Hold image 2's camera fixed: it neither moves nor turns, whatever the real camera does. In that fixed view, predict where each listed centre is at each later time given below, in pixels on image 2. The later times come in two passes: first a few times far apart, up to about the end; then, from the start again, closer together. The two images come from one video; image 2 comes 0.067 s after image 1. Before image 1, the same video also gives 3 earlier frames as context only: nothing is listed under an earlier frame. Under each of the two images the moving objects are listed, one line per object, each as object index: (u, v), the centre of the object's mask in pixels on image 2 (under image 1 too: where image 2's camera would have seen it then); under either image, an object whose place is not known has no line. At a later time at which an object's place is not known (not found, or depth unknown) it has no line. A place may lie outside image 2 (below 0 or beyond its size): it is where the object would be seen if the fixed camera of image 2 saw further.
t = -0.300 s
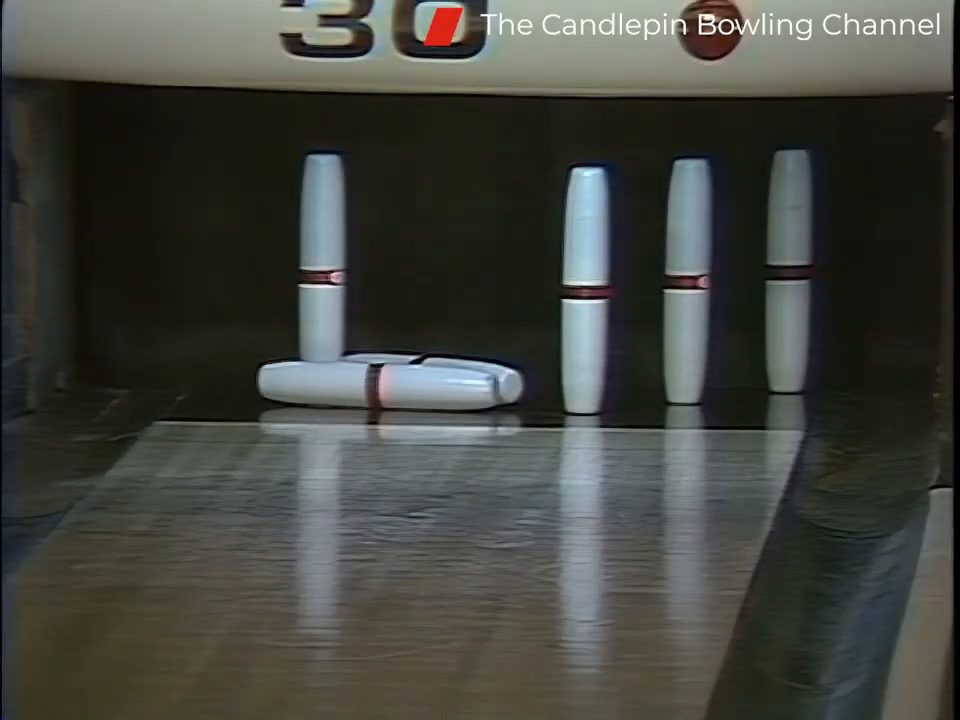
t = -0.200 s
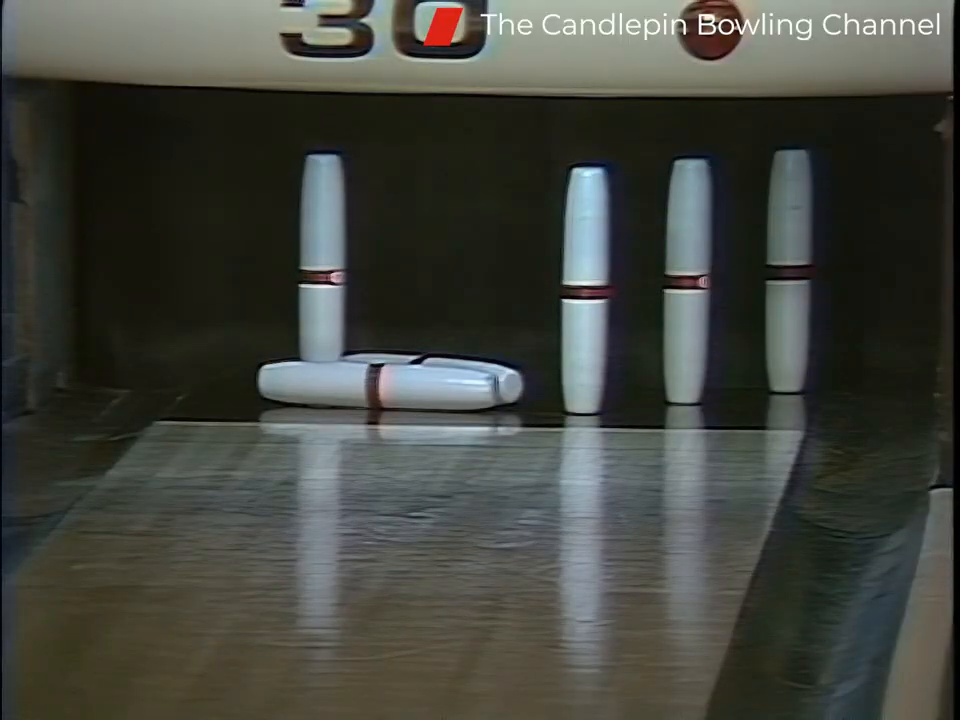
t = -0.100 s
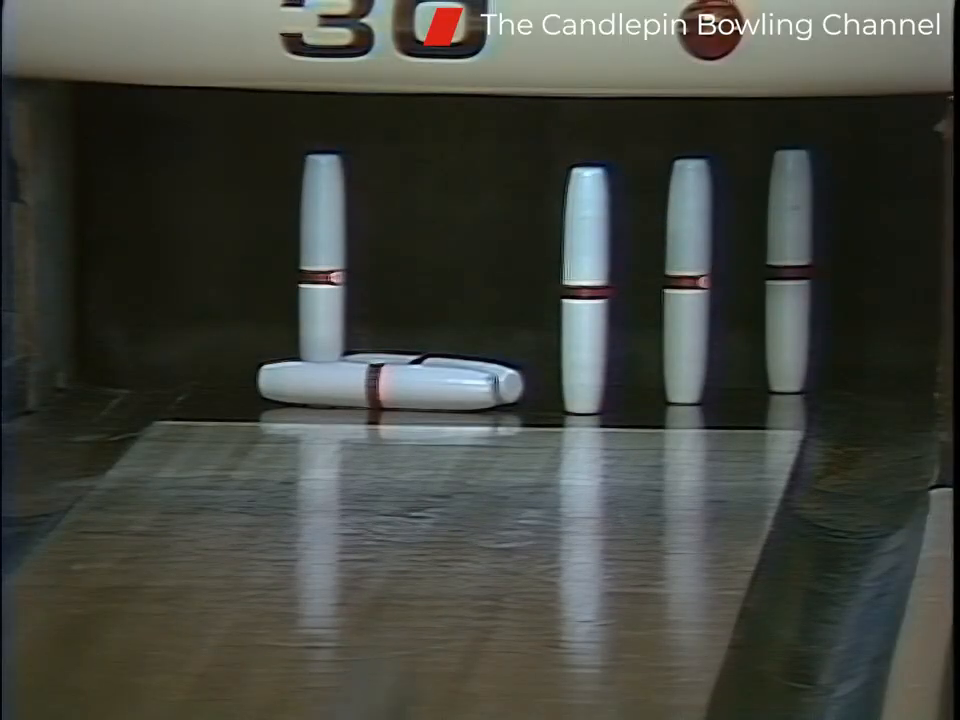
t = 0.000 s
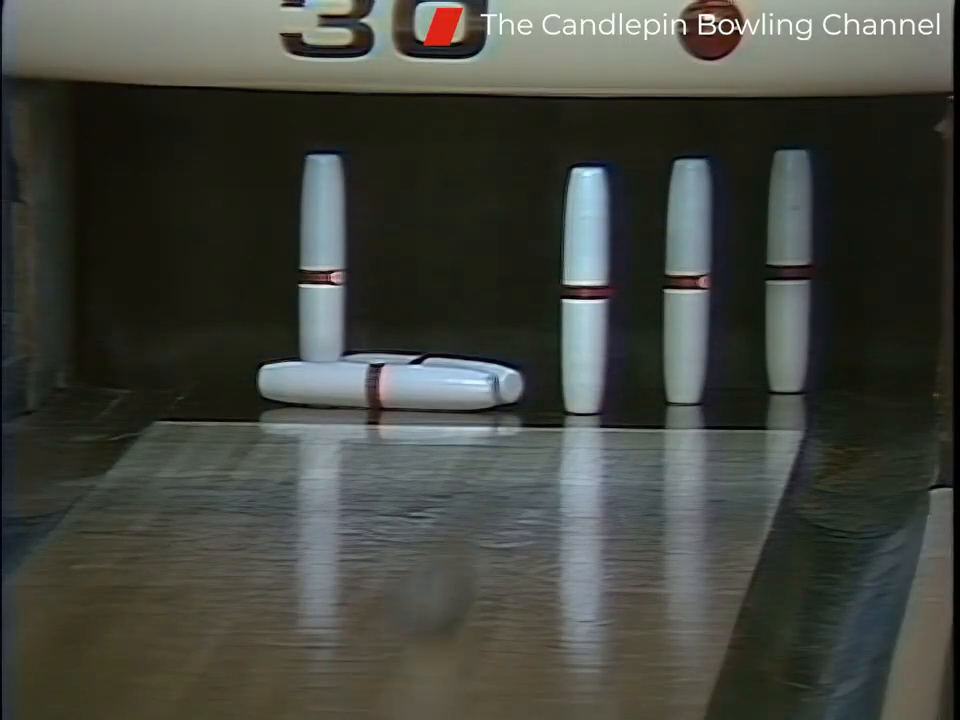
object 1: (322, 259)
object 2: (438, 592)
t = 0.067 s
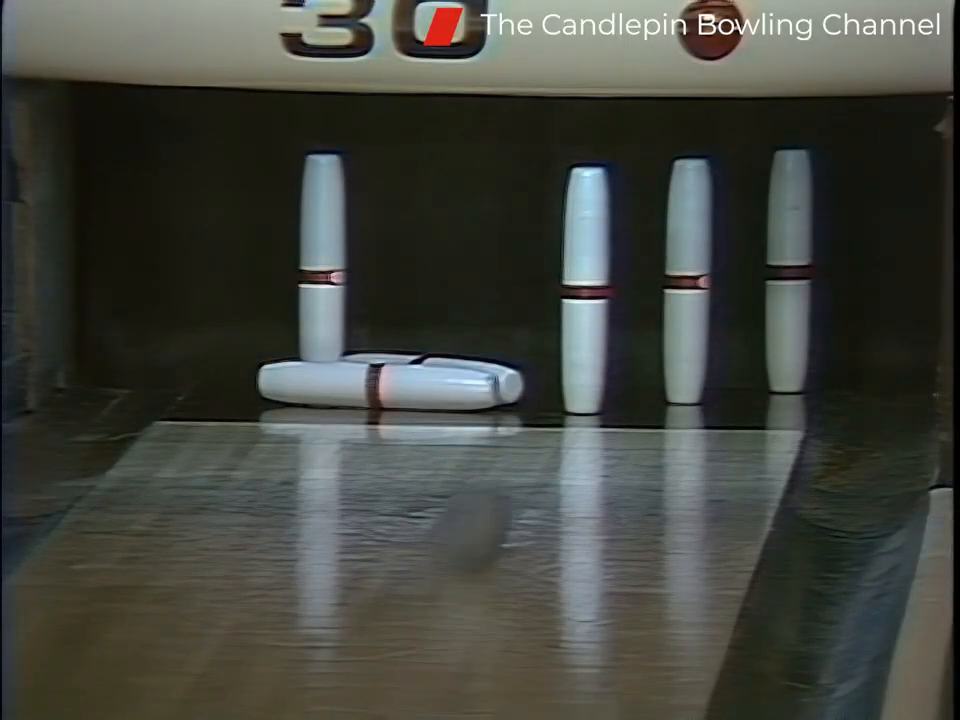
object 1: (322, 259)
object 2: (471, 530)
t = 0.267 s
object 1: (322, 259)
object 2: (557, 390)
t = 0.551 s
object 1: (287, 293)
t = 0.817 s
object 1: (260, 318)
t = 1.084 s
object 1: (278, 344)
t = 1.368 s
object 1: (199, 356)
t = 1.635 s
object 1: (188, 365)
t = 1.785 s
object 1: (187, 366)
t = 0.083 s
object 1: (322, 259)
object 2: (479, 517)
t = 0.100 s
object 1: (322, 259)
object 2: (491, 504)
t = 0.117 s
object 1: (322, 259)
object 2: (501, 490)
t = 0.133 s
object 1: (322, 259)
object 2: (507, 480)
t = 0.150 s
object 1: (322, 259)
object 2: (513, 462)
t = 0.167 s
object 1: (322, 259)
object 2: (521, 449)
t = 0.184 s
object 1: (322, 259)
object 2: (529, 435)
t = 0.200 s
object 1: (322, 259)
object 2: (536, 426)
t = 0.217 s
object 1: (322, 259)
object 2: (542, 413)
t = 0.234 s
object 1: (322, 259)
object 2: (549, 402)
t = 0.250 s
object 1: (322, 259)
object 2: (555, 392)
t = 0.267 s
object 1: (322, 259)
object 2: (557, 390)
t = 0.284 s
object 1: (322, 259)
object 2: (562, 380)
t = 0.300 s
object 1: (322, 259)
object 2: (563, 375)
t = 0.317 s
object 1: (322, 259)
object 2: (562, 357)
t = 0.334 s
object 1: (322, 259)
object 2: (568, 350)
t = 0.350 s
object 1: (321, 259)
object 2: (574, 337)
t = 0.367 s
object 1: (320, 258)
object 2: (579, 332)
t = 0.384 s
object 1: (318, 259)
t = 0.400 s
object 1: (316, 259)
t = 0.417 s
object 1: (311, 266)
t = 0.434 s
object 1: (308, 270)
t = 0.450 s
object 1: (305, 274)
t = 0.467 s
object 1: (301, 277)
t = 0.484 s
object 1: (298, 279)
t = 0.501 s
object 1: (295, 283)
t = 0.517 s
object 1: (292, 287)
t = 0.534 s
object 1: (290, 289)
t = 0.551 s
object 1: (287, 293)
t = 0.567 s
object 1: (285, 299)
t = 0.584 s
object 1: (283, 304)
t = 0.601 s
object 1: (282, 312)
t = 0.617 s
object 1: (280, 322)
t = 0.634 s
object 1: (278, 334)
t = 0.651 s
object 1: (276, 347)
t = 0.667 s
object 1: (268, 362)
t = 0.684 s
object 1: (260, 372)
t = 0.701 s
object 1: (256, 362)
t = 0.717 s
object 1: (253, 352)
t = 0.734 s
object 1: (260, 342)
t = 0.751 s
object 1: (260, 334)
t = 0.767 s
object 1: (261, 329)
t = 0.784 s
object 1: (261, 324)
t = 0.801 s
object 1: (261, 321)
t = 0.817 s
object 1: (260, 318)
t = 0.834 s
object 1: (260, 317)
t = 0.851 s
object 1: (260, 316)
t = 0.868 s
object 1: (259, 317)
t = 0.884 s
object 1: (258, 317)
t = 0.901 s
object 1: (258, 320)
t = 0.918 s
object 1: (257, 322)
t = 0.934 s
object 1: (255, 325)
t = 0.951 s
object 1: (255, 332)
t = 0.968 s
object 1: (253, 340)
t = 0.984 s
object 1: (252, 347)
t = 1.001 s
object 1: (251, 357)
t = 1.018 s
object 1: (260, 364)
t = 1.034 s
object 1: (272, 363)
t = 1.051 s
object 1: (284, 360)
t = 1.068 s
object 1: (285, 355)
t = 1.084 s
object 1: (278, 344)
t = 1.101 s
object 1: (269, 339)
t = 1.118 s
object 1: (262, 334)
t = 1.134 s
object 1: (259, 333)
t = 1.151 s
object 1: (256, 331)
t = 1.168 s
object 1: (253, 331)
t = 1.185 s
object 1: (251, 332)
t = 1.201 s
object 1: (250, 334)
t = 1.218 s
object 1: (250, 336)
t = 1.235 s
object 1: (251, 340)
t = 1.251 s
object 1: (255, 343)
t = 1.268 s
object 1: (253, 349)
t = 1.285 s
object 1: (250, 356)
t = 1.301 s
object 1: (232, 365)
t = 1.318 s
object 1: (215, 364)
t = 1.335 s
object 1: (206, 361)
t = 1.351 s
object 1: (201, 358)
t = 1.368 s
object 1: (199, 356)
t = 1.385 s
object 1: (195, 354)
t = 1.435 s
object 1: (188, 356)
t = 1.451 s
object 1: (186, 358)
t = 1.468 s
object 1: (186, 362)
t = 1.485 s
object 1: (187, 365)
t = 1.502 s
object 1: (195, 365)
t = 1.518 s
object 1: (201, 362)
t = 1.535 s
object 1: (195, 361)
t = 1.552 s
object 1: (191, 360)
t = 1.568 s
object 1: (189, 361)
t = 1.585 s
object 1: (187, 361)
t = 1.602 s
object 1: (188, 363)
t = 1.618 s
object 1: (187, 365)
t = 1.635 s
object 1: (188, 365)
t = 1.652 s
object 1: (188, 365)
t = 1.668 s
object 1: (188, 365)
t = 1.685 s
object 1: (188, 366)
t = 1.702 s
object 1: (188, 366)
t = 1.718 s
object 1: (187, 366)
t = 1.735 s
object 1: (187, 366)
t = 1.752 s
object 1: (187, 366)
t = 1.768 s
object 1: (187, 366)
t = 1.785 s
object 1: (187, 366)
